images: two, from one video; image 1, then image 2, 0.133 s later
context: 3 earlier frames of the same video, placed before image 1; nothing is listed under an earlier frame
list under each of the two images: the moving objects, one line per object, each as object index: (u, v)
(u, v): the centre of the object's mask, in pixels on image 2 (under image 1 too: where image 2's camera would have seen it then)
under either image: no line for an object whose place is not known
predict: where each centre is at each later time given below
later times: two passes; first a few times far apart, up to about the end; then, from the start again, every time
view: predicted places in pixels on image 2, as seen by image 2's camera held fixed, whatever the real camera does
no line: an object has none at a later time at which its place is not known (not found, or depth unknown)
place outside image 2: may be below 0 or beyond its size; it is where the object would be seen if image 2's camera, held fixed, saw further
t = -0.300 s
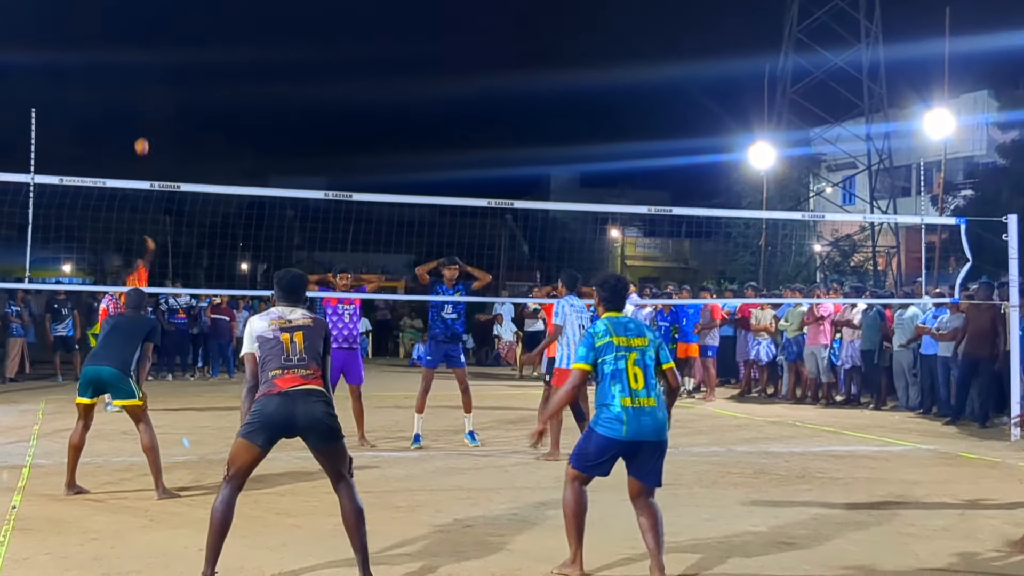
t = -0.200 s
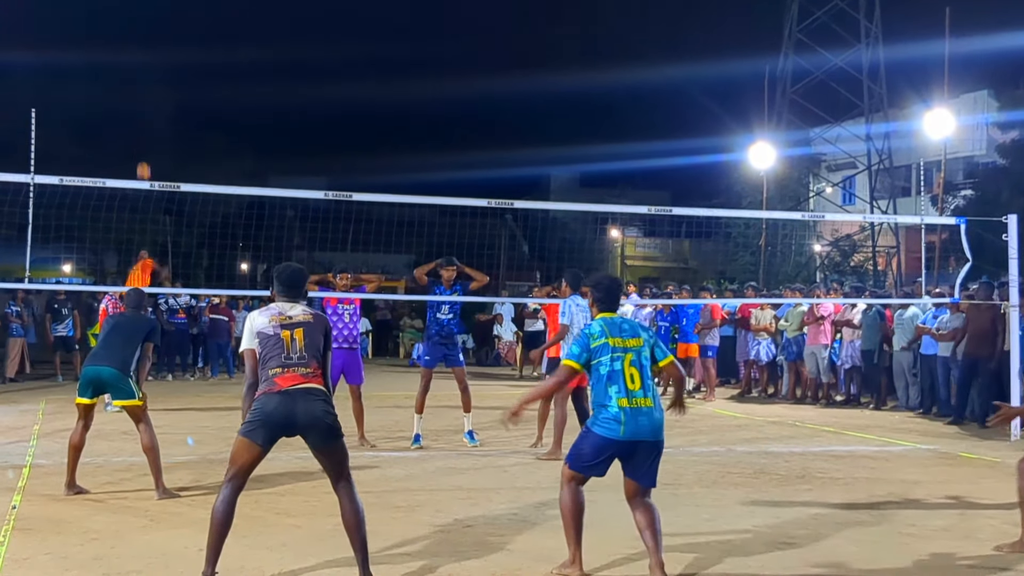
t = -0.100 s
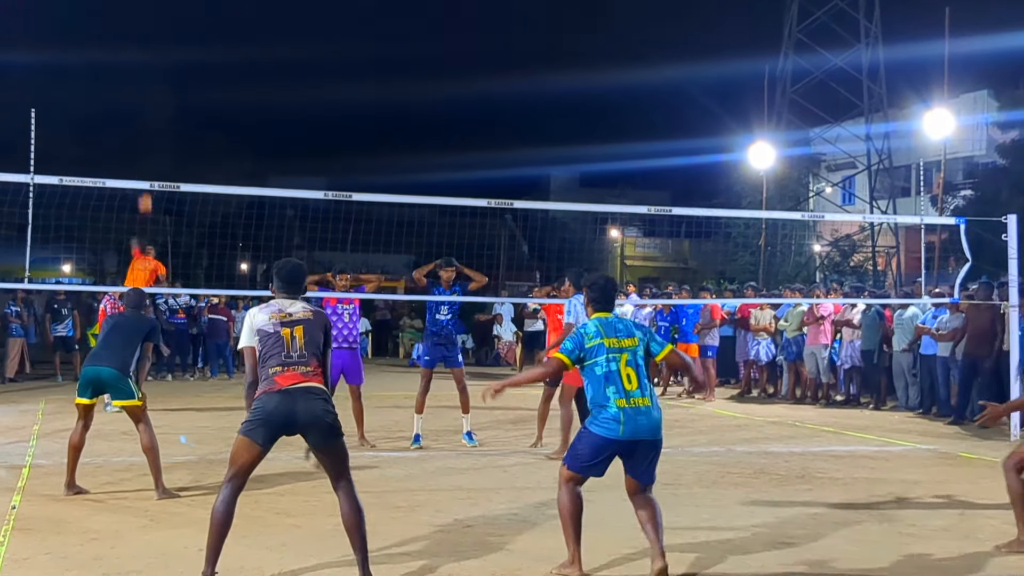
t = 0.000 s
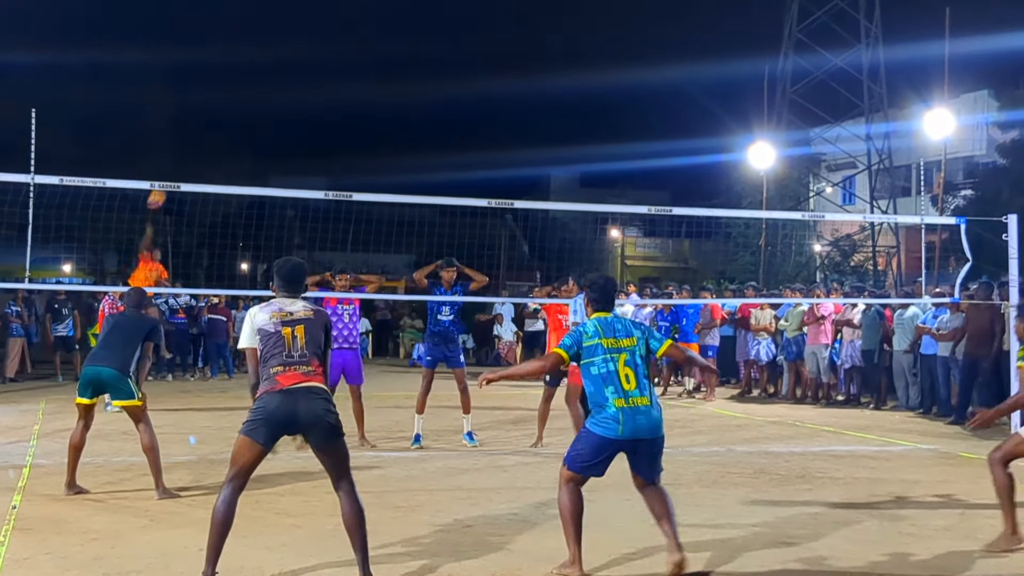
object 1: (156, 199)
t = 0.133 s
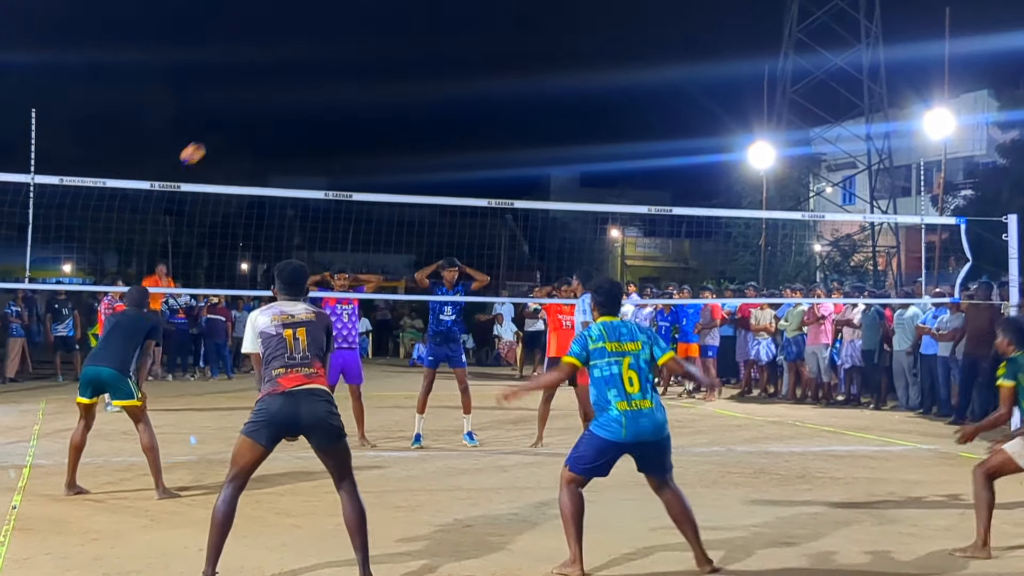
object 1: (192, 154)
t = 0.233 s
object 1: (233, 129)
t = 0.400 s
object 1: (336, 112)
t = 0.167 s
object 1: (205, 144)
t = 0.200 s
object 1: (218, 136)
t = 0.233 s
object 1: (233, 129)
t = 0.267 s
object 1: (249, 122)
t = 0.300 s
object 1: (268, 117)
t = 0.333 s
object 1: (288, 113)
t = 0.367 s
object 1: (311, 111)
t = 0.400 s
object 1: (336, 112)
